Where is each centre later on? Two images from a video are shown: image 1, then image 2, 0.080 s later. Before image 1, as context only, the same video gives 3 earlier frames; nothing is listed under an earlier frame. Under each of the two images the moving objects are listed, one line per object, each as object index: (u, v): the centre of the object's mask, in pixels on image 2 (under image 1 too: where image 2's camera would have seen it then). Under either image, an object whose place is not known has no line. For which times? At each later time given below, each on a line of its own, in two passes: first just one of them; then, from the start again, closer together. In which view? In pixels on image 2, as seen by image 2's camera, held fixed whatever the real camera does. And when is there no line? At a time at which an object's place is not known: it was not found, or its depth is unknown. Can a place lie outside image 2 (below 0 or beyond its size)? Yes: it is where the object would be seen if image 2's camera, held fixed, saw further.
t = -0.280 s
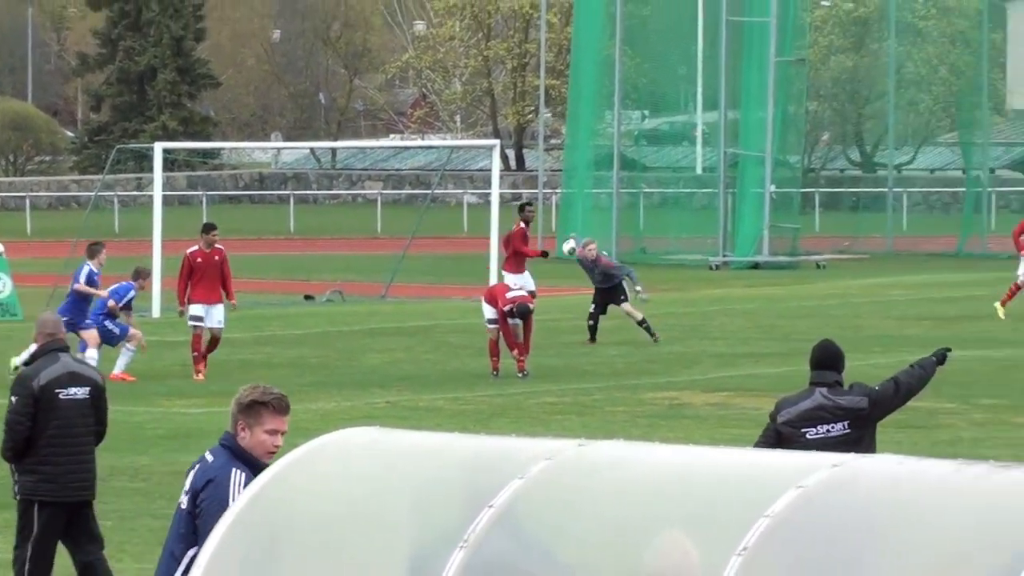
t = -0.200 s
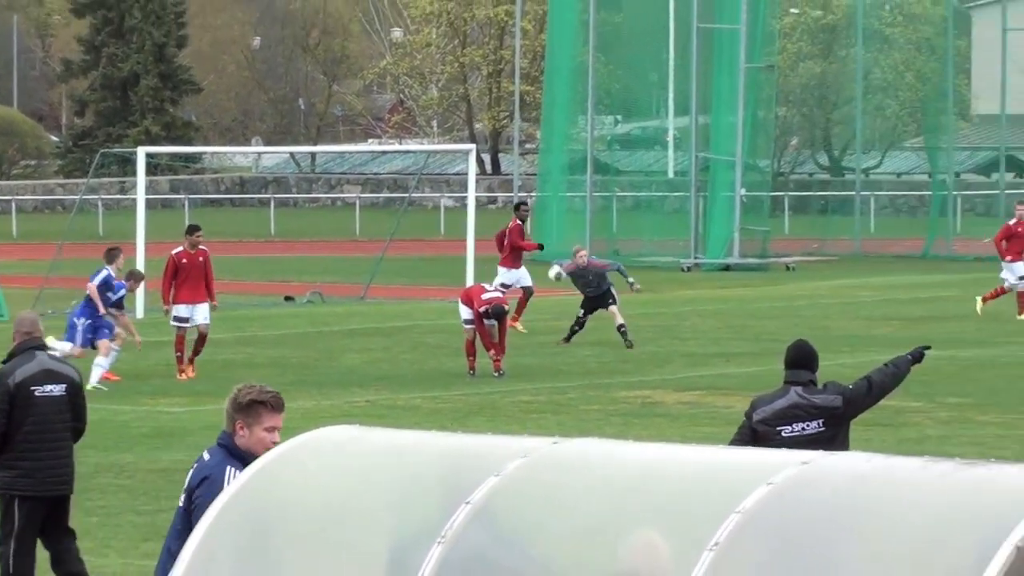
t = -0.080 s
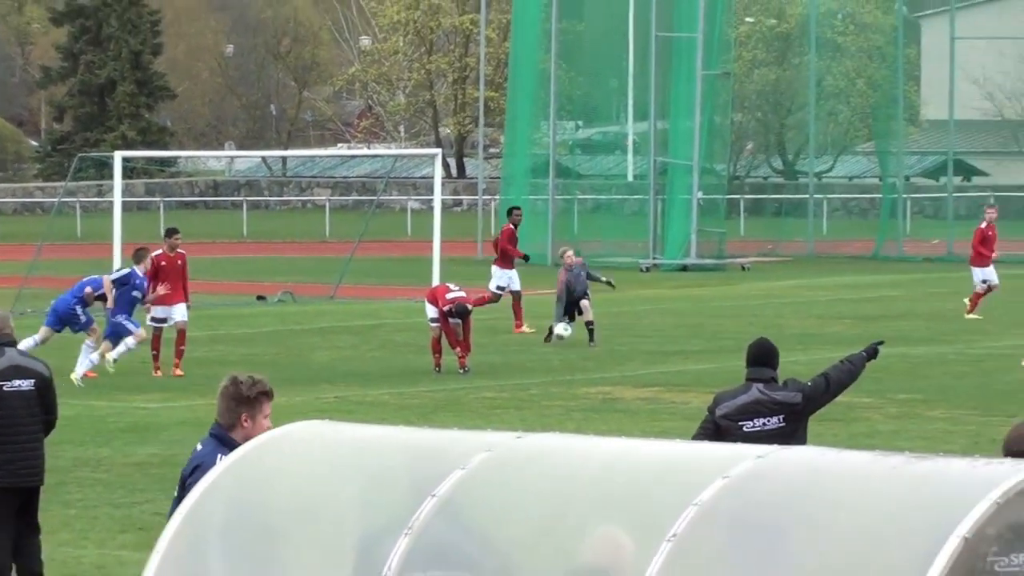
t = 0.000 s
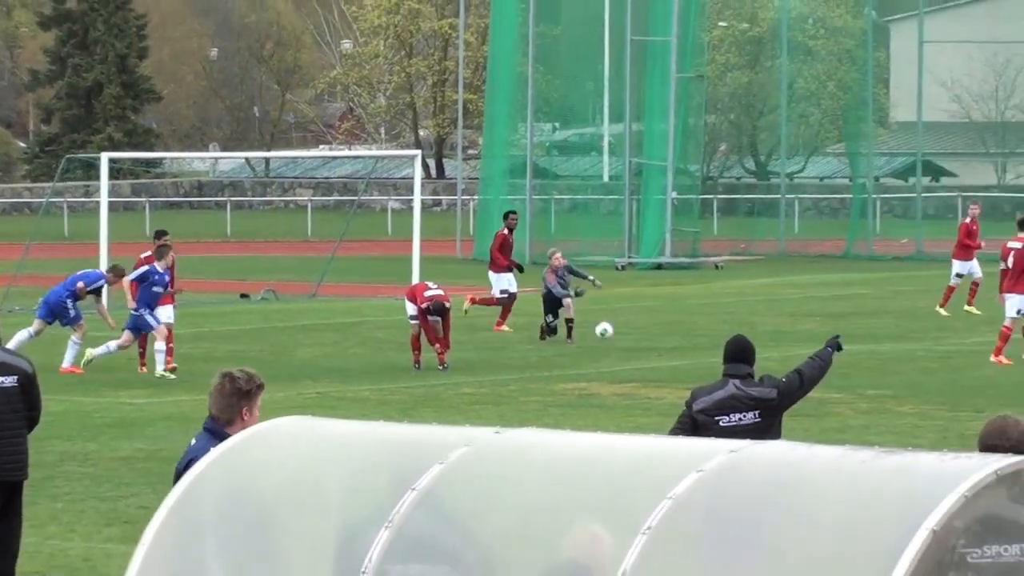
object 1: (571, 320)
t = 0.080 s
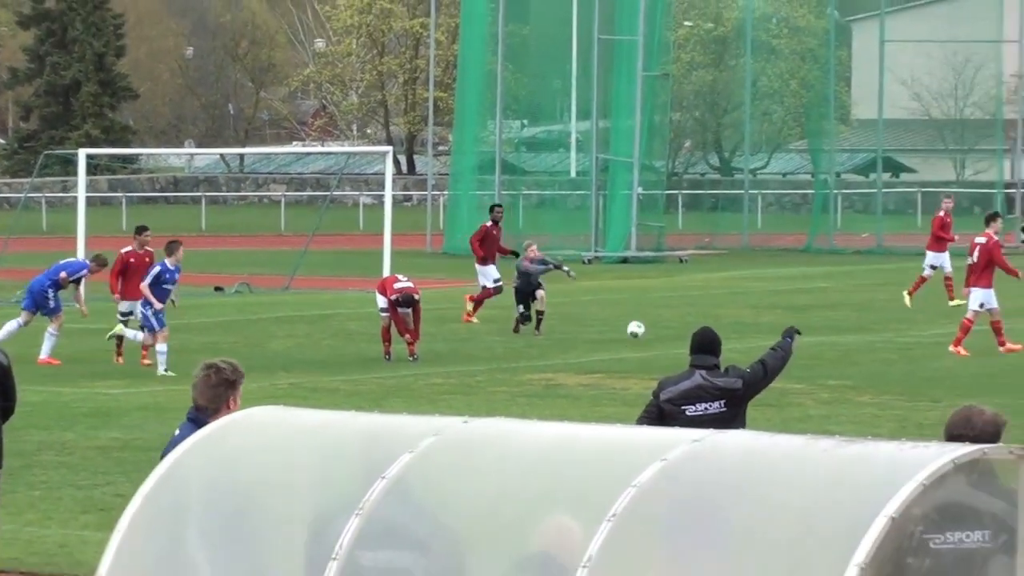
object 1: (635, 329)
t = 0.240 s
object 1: (758, 340)
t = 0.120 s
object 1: (667, 335)
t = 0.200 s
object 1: (729, 340)
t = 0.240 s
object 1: (758, 340)
